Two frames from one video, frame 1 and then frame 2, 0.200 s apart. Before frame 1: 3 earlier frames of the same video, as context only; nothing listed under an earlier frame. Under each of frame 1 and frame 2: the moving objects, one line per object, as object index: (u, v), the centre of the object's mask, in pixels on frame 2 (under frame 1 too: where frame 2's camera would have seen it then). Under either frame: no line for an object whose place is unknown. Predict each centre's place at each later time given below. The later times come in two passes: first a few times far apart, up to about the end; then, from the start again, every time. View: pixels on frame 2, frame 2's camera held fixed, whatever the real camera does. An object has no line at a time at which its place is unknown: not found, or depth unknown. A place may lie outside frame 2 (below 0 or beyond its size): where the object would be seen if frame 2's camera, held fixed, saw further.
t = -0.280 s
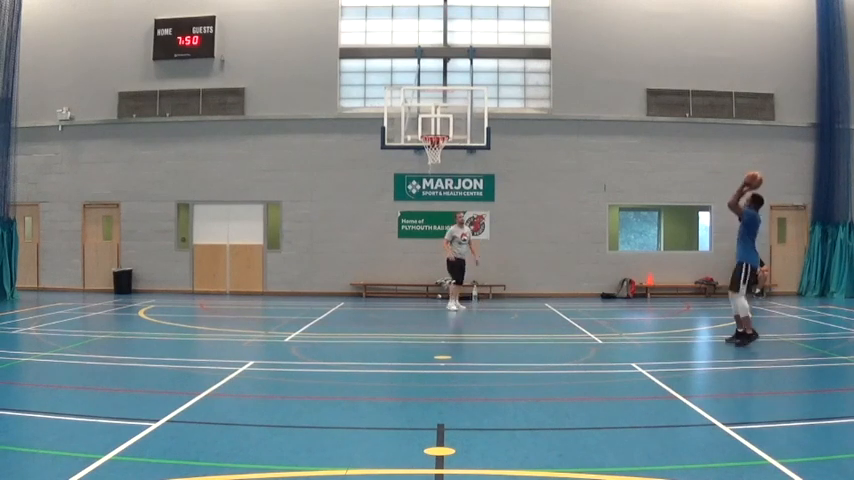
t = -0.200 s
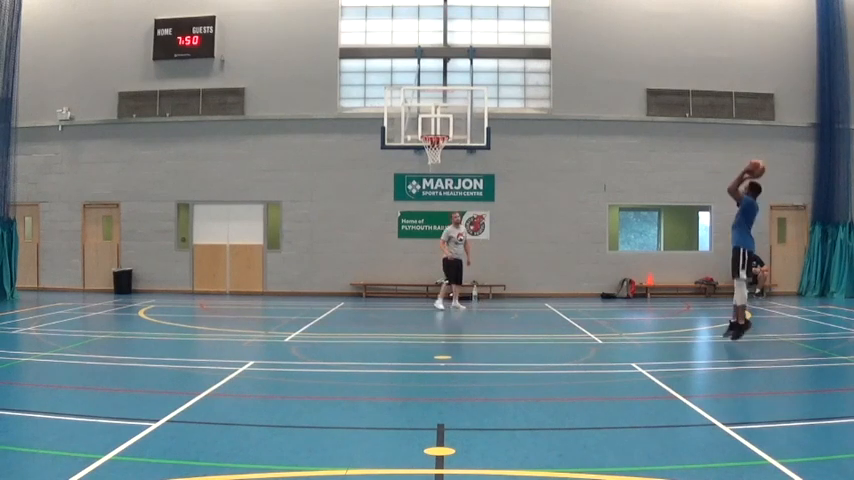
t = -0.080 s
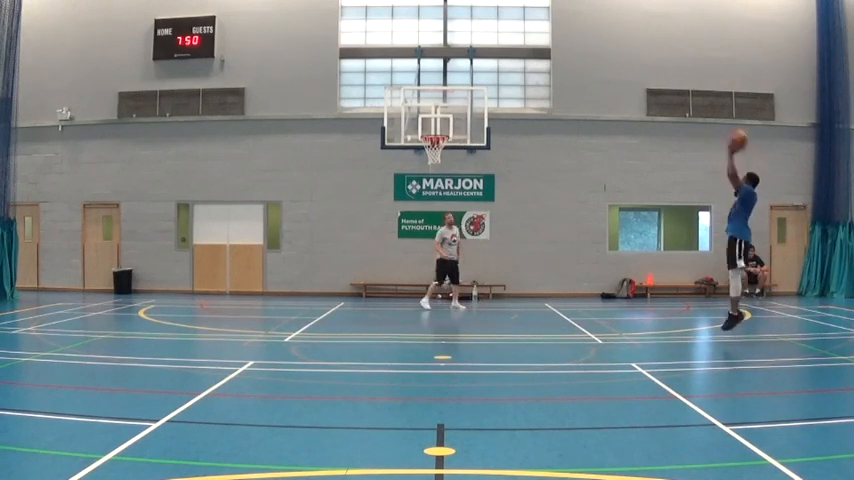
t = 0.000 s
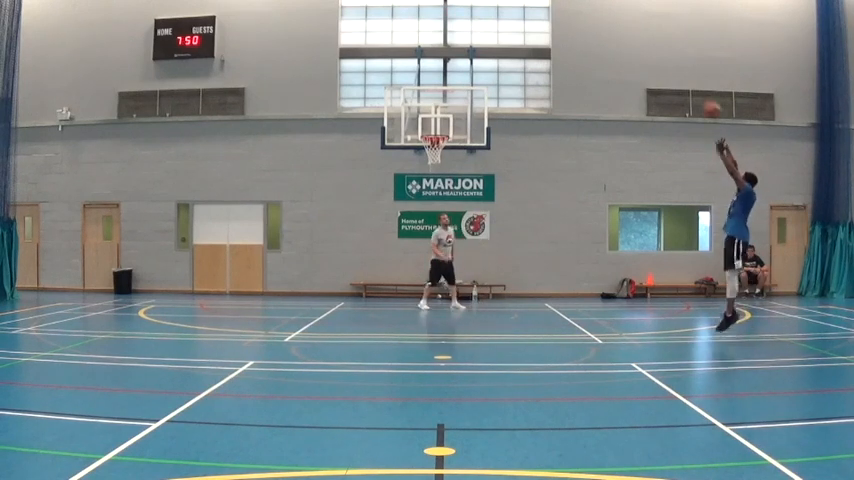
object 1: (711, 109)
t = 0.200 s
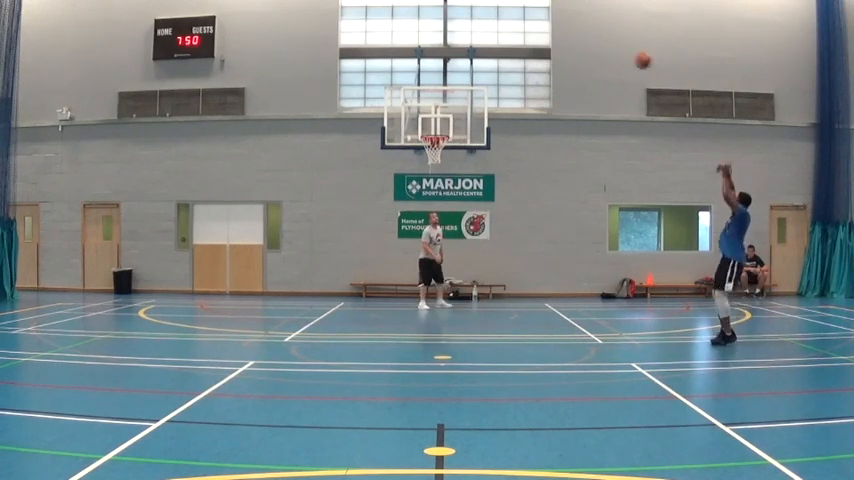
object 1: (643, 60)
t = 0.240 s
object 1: (630, 54)
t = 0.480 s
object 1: (560, 43)
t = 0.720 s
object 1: (498, 68)
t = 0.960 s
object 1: (445, 123)
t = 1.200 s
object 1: (422, 113)
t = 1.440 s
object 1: (405, 117)
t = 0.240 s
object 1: (630, 54)
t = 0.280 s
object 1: (617, 50)
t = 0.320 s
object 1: (605, 46)
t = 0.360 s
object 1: (593, 44)
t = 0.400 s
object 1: (582, 42)
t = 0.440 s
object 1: (570, 42)
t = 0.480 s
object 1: (560, 43)
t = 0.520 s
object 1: (549, 45)
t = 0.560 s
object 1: (538, 47)
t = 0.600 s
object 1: (527, 51)
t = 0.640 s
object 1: (519, 55)
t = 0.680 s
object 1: (508, 61)
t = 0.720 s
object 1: (498, 68)
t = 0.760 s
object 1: (489, 75)
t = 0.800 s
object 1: (480, 83)
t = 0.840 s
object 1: (471, 92)
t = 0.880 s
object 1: (462, 102)
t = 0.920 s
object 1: (454, 112)
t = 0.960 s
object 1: (445, 123)
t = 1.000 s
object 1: (439, 127)
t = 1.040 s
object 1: (435, 123)
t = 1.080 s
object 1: (432, 118)
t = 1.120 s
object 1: (428, 116)
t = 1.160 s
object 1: (425, 114)
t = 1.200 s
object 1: (422, 113)
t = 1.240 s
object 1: (419, 112)
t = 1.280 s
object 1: (416, 112)
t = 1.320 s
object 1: (412, 114)
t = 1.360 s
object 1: (410, 116)
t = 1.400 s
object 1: (407, 116)
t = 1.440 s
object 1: (405, 117)
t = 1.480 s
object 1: (403, 119)
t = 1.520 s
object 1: (401, 122)
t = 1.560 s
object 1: (398, 126)
